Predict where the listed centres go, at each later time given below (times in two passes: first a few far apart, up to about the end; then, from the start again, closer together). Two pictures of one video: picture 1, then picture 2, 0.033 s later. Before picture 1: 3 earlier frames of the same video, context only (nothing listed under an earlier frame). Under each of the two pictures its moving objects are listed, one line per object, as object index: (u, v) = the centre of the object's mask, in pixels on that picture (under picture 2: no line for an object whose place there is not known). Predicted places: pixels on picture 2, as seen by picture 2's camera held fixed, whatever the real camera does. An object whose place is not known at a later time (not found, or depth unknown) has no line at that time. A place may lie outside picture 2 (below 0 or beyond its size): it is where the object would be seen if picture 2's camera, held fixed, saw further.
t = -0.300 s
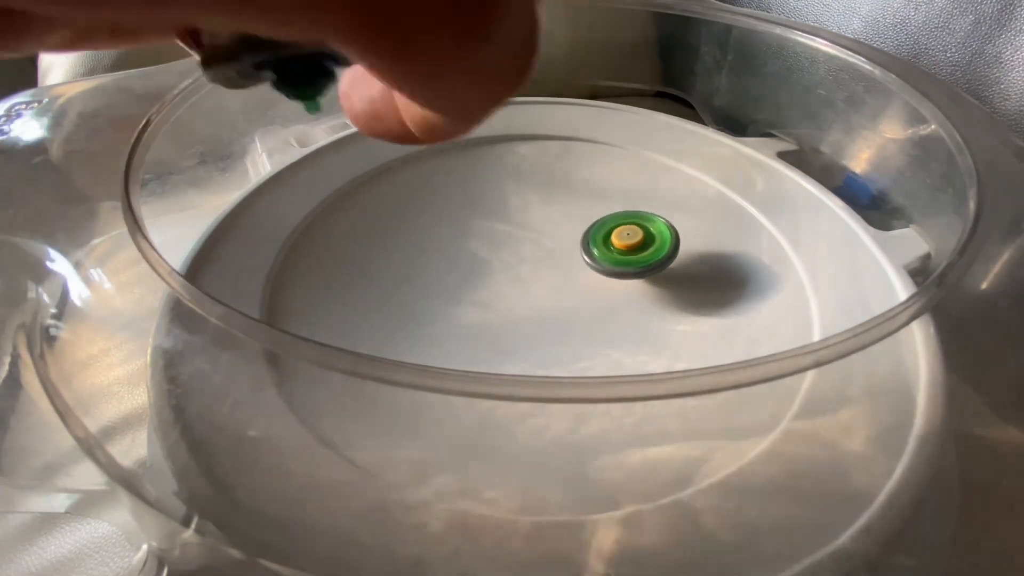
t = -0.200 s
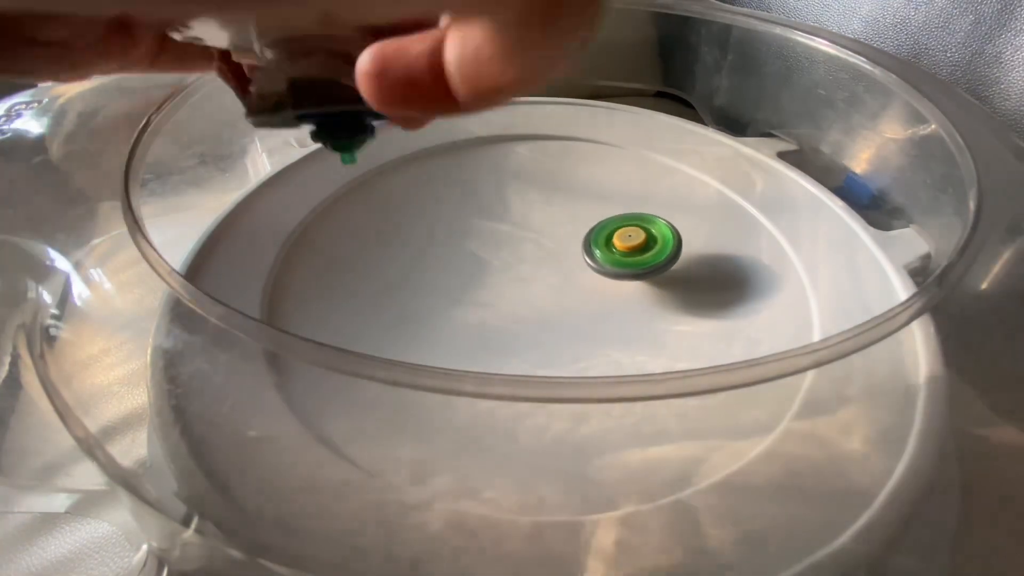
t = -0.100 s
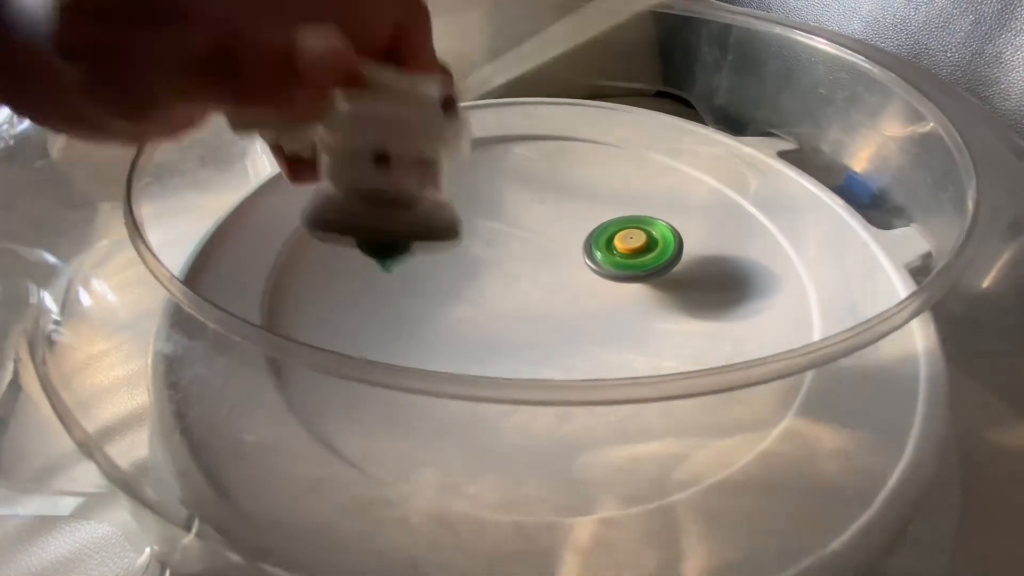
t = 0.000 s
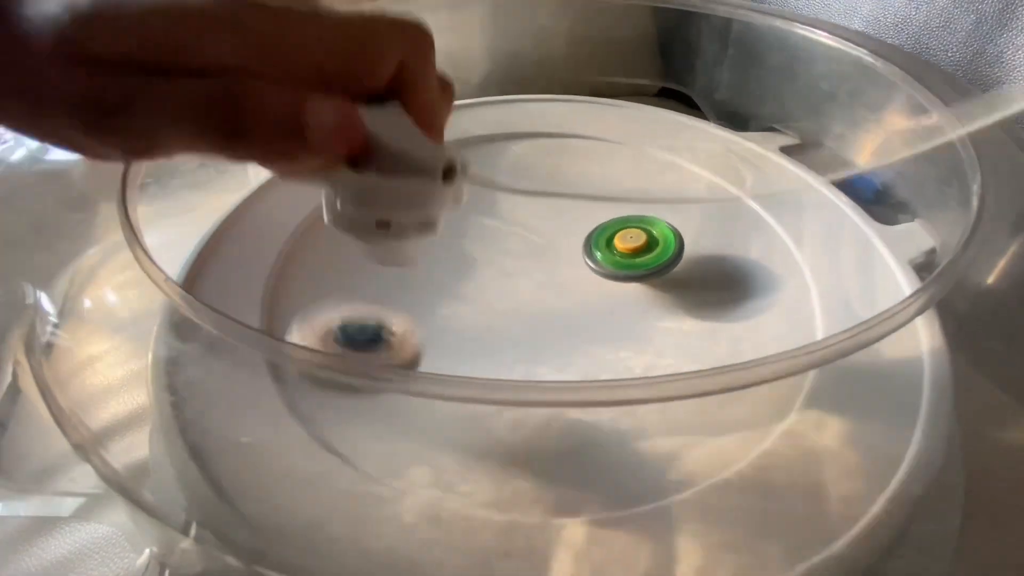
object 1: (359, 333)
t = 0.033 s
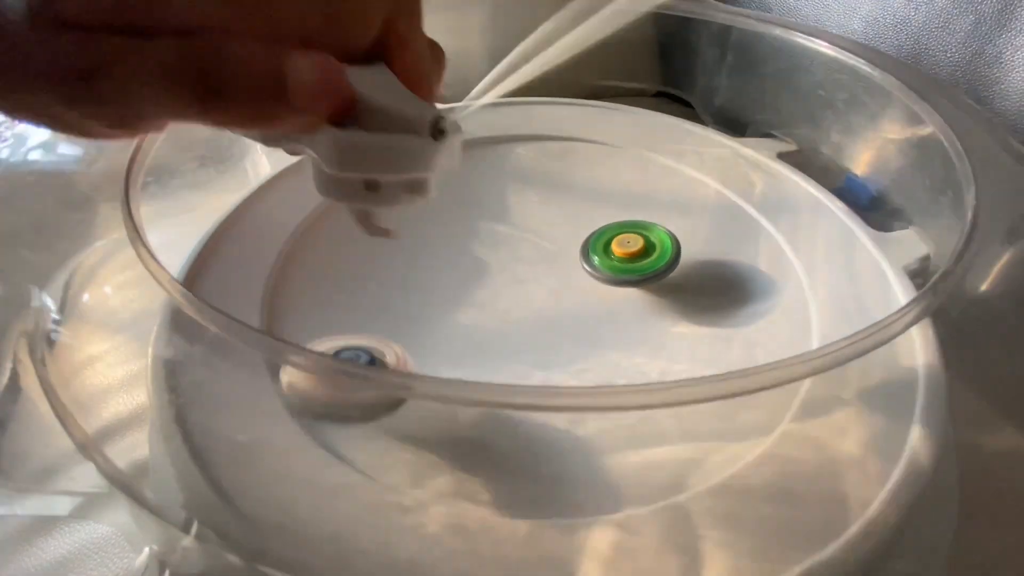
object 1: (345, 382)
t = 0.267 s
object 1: (597, 353)
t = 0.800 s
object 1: (732, 241)
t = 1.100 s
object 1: (661, 145)
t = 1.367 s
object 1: (661, 180)
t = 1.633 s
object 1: (634, 410)
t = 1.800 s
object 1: (397, 448)
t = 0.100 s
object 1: (375, 389)
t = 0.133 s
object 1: (413, 393)
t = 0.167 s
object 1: (454, 373)
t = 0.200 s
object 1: (499, 359)
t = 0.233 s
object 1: (546, 358)
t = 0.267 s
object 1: (597, 353)
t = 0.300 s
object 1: (644, 343)
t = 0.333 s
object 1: (689, 334)
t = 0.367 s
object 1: (723, 319)
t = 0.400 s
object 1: (759, 306)
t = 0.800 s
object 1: (732, 241)
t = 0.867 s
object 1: (669, 255)
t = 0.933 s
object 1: (708, 188)
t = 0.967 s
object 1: (719, 134)
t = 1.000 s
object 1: (725, 105)
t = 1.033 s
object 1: (712, 107)
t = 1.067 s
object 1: (685, 129)
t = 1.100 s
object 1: (661, 145)
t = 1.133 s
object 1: (637, 162)
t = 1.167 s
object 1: (611, 182)
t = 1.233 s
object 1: (608, 178)
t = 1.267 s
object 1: (630, 165)
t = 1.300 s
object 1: (650, 162)
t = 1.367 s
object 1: (661, 180)
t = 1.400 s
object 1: (664, 191)
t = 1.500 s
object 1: (663, 265)
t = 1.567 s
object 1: (660, 327)
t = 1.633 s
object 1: (634, 410)
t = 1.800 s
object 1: (397, 448)
